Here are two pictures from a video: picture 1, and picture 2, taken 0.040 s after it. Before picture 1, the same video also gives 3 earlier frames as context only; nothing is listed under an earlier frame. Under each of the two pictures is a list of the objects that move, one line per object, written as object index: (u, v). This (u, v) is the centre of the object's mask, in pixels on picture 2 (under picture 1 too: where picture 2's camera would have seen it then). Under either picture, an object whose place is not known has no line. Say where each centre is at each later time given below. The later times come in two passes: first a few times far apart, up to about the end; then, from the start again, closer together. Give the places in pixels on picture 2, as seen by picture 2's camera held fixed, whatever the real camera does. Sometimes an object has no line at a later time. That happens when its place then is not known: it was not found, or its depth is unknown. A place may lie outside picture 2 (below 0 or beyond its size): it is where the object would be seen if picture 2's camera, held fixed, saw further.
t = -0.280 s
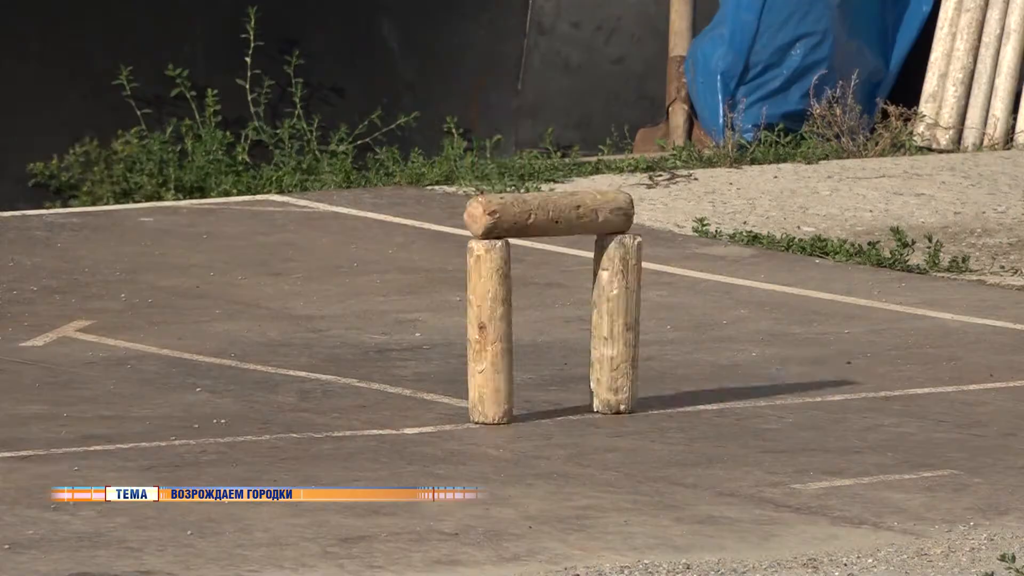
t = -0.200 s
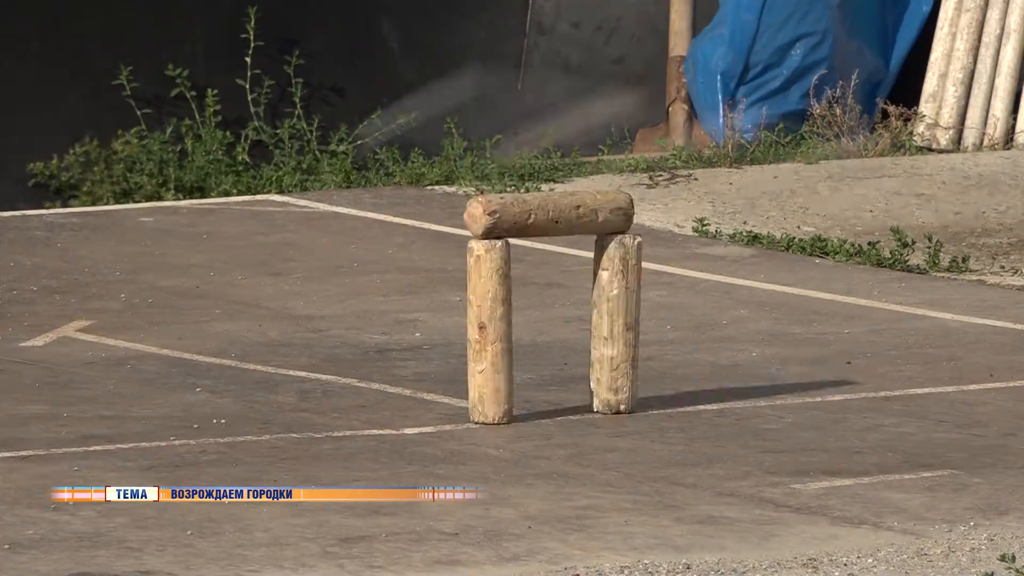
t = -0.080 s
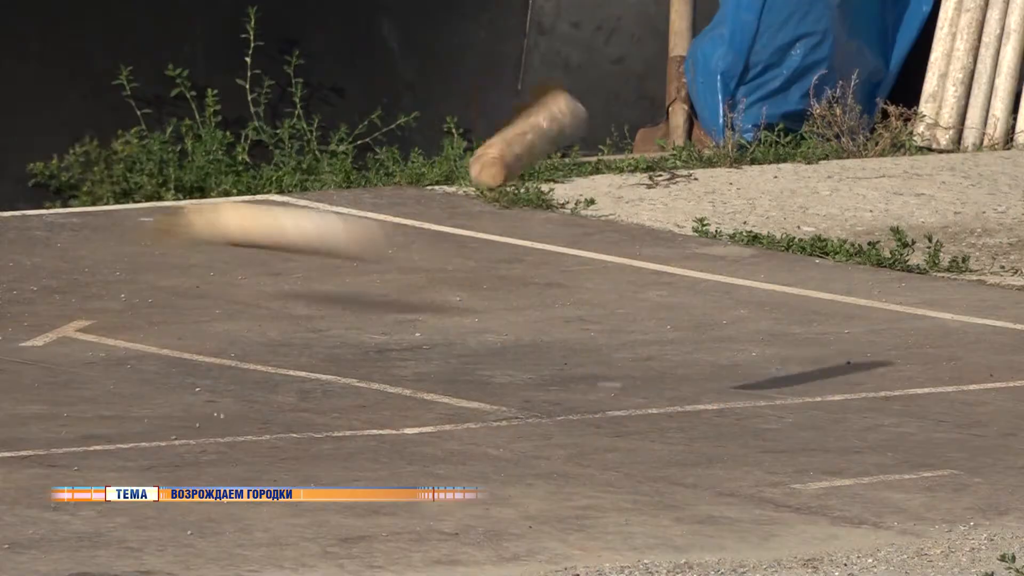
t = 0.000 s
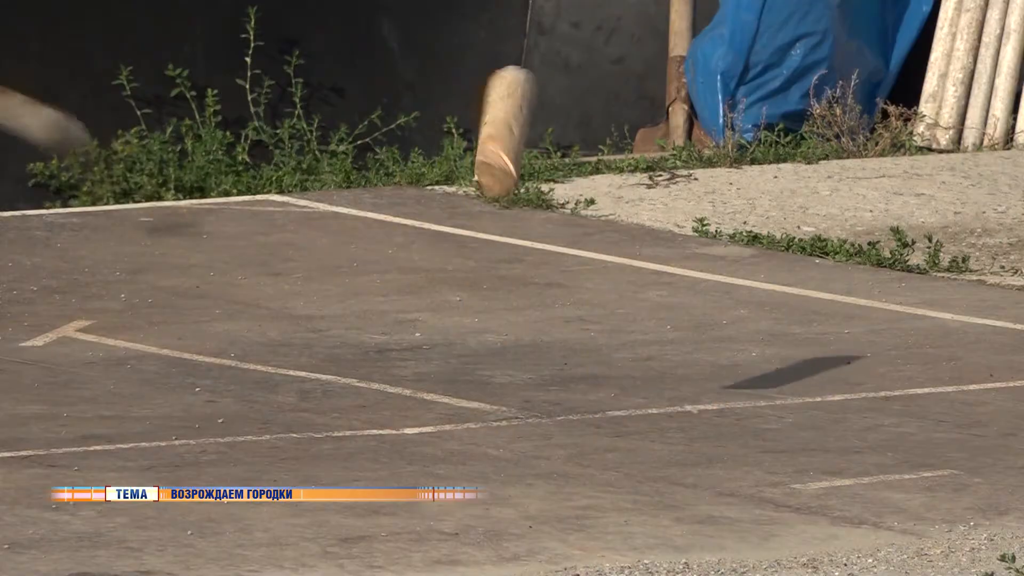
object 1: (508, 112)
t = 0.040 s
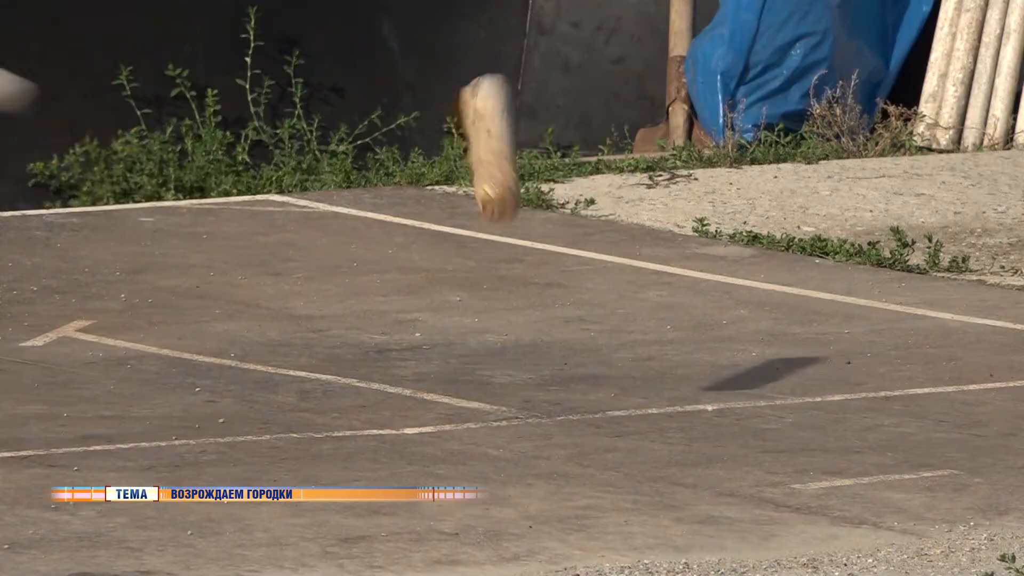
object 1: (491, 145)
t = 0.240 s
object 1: (412, 347)
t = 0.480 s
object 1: (367, 359)
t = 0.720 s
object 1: (372, 366)
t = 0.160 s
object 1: (454, 289)
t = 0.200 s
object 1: (432, 330)
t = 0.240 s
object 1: (412, 347)
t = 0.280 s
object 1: (403, 326)
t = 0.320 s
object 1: (398, 318)
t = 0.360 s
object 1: (394, 324)
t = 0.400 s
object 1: (383, 332)
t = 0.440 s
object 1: (371, 340)
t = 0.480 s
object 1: (367, 359)
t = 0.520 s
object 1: (372, 360)
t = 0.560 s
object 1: (370, 358)
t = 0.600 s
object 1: (373, 362)
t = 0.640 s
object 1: (373, 366)
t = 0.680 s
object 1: (373, 365)
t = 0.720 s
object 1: (372, 366)
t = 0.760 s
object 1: (373, 367)
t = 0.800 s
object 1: (374, 366)
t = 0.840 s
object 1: (374, 366)
